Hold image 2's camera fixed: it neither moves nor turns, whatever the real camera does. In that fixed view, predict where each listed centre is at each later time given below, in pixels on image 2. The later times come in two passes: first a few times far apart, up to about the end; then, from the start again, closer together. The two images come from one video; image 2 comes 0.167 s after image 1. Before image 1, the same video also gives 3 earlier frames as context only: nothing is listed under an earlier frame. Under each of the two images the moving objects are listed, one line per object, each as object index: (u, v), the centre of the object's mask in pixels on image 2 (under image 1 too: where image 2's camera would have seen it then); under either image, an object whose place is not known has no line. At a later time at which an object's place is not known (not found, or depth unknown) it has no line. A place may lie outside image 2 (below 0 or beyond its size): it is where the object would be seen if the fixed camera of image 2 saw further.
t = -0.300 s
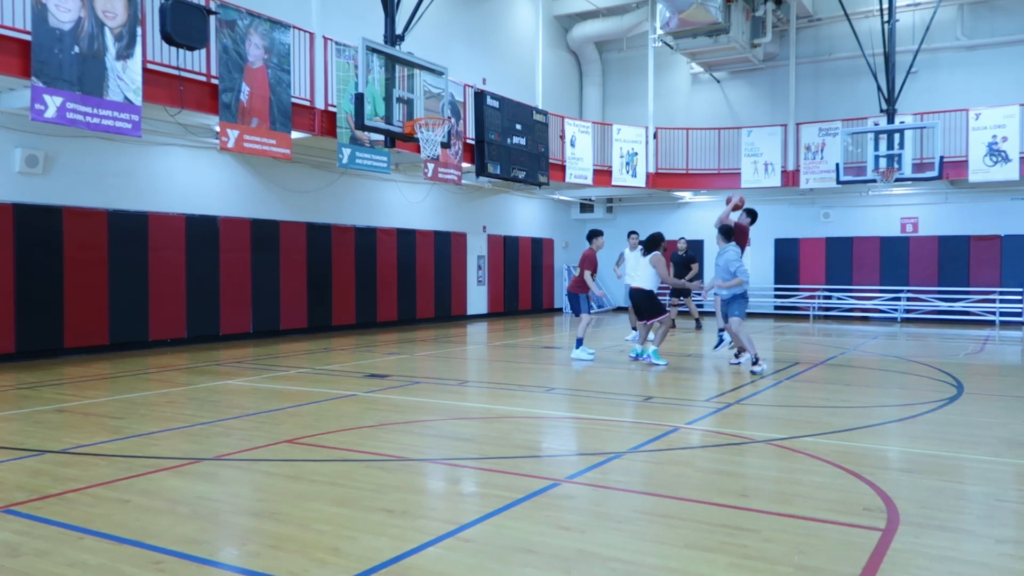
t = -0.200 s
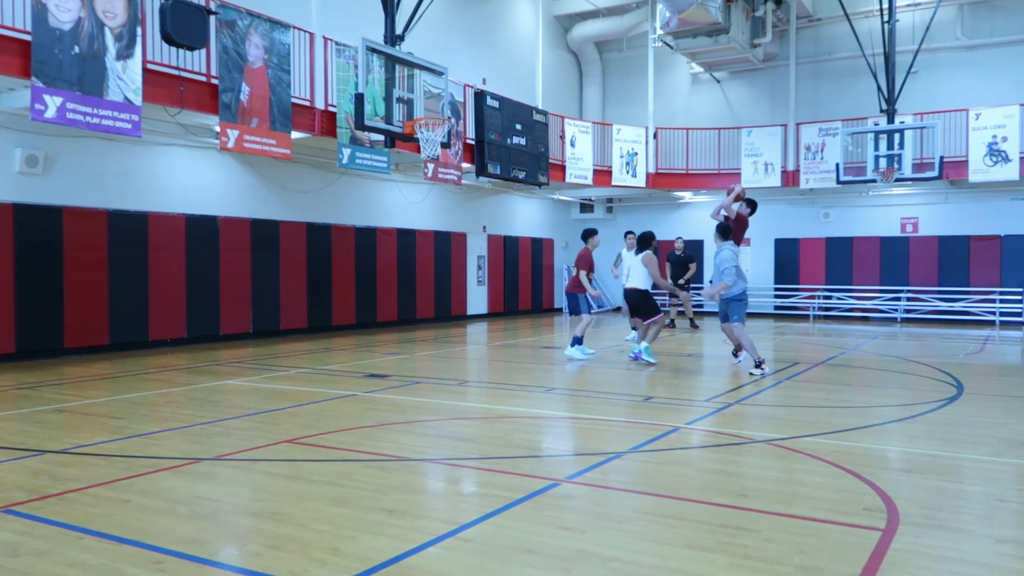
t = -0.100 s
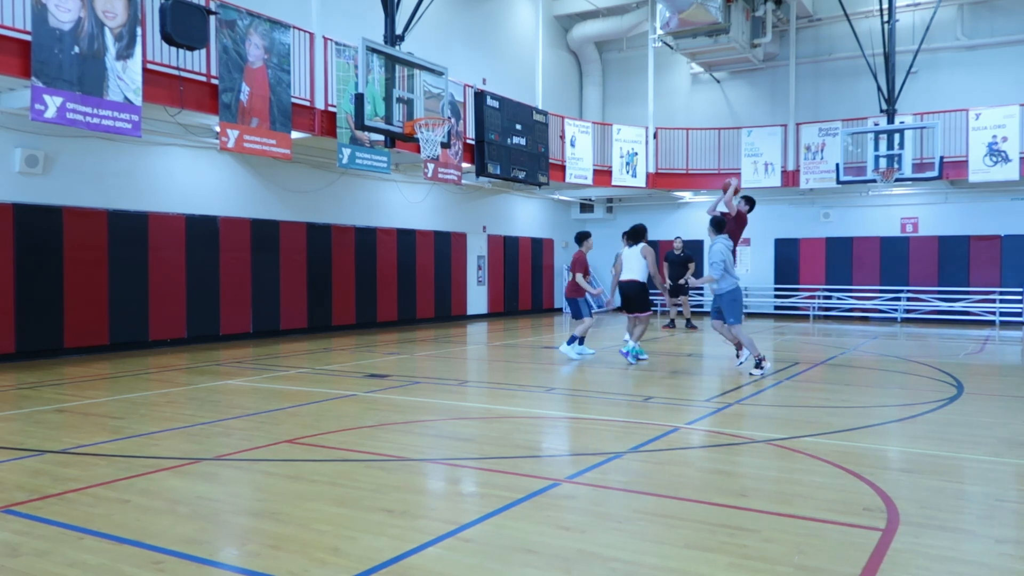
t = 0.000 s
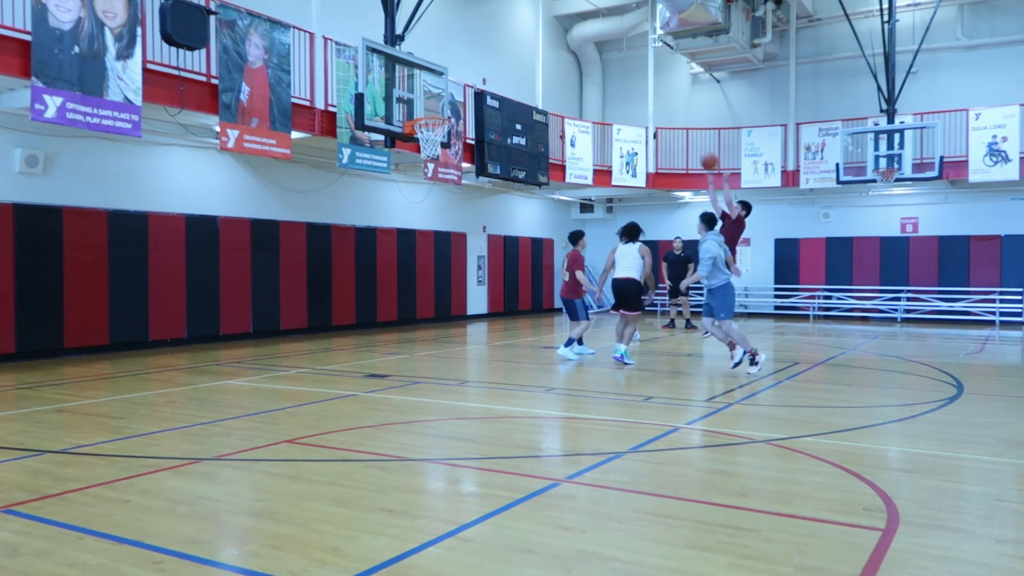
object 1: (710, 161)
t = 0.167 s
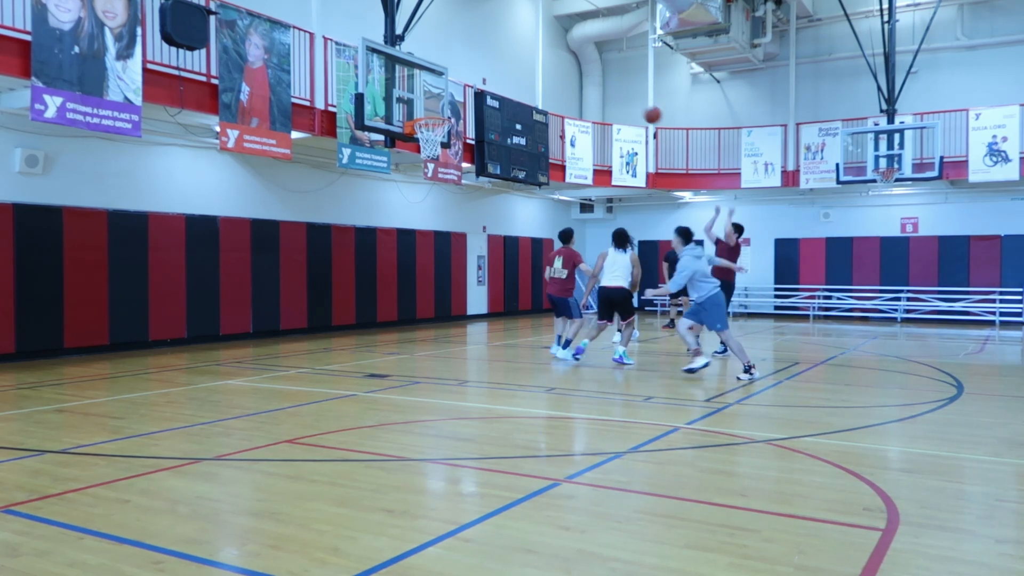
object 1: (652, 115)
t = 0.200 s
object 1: (641, 108)
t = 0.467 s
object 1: (550, 83)
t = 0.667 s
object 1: (481, 99)
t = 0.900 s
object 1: (457, 92)
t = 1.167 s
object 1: (462, 92)
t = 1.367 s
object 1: (467, 128)
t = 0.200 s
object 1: (641, 108)
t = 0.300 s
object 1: (607, 93)
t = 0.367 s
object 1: (584, 86)
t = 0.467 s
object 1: (550, 83)
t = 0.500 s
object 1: (538, 83)
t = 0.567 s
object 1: (516, 87)
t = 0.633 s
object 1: (493, 94)
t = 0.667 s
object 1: (481, 99)
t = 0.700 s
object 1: (471, 104)
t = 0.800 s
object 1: (455, 106)
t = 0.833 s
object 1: (455, 100)
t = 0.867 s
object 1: (456, 96)
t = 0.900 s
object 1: (457, 92)
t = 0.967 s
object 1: (458, 87)
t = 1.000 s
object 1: (459, 85)
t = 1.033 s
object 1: (459, 85)
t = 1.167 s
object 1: (462, 92)
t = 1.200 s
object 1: (463, 96)
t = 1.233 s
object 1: (464, 101)
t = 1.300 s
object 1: (465, 112)
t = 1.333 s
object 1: (466, 119)
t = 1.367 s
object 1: (467, 128)
